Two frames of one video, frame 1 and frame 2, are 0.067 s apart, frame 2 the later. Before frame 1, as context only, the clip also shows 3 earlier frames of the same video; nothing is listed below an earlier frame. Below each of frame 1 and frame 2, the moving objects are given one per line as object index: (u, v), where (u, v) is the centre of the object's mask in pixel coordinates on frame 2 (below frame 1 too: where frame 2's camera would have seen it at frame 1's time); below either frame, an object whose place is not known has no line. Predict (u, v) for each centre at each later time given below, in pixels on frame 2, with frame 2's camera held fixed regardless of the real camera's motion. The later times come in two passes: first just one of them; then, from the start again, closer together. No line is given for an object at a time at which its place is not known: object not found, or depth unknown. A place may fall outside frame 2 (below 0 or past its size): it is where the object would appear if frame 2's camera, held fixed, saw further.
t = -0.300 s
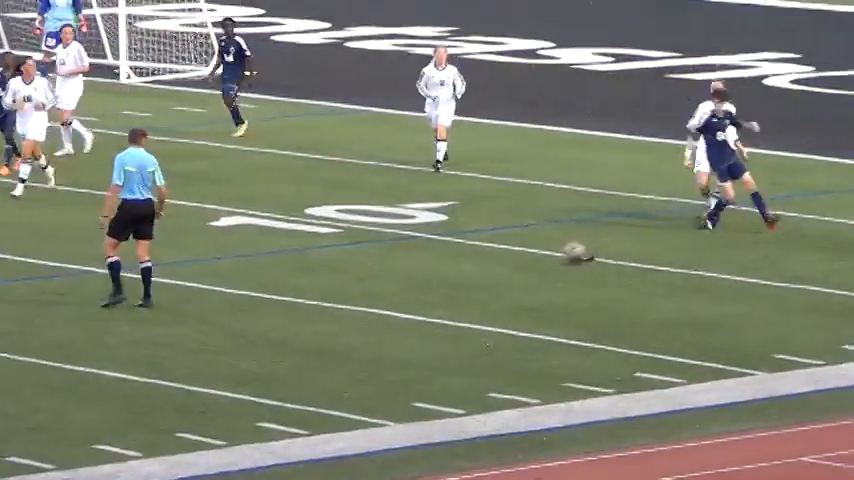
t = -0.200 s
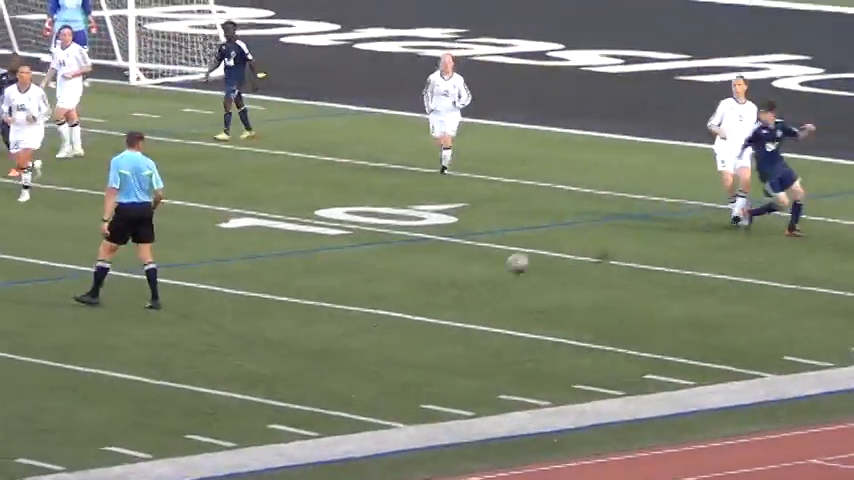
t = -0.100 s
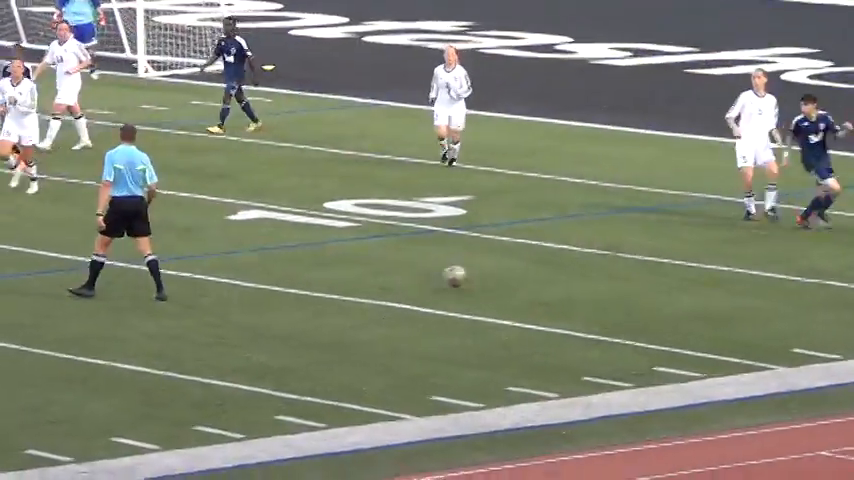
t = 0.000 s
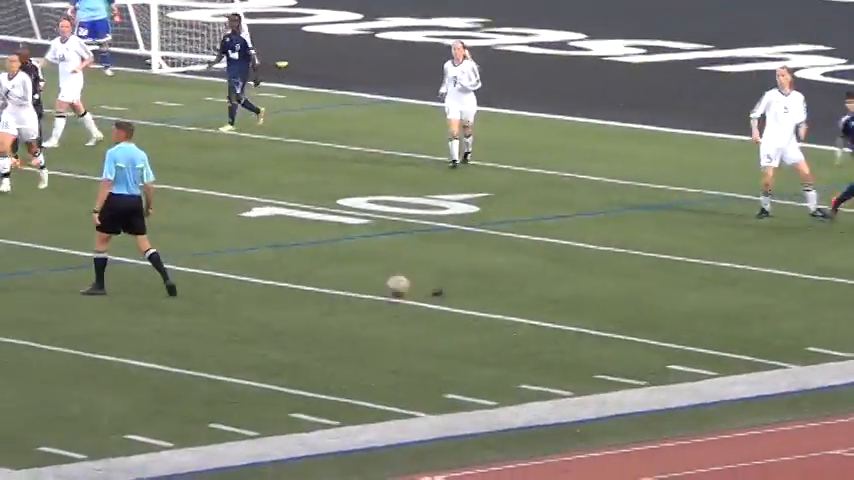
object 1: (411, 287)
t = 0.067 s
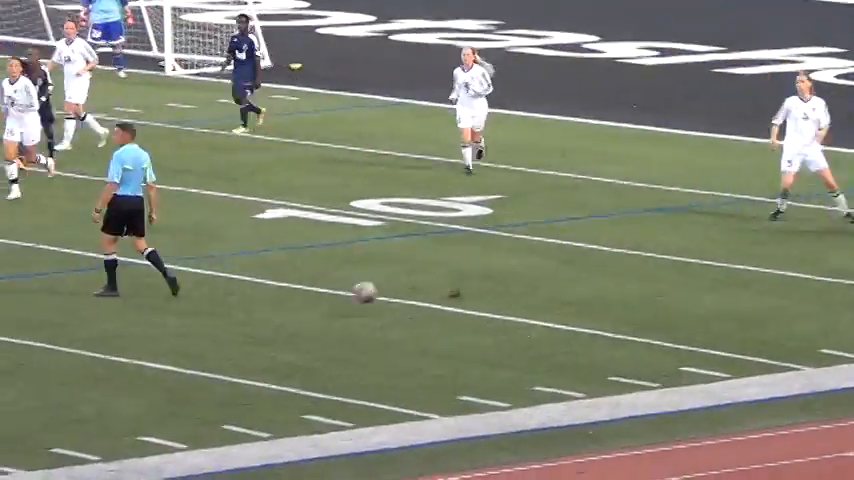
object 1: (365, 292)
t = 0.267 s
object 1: (217, 337)
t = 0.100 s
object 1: (341, 296)
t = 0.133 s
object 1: (317, 301)
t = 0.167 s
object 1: (293, 308)
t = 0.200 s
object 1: (268, 316)
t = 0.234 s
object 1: (243, 327)
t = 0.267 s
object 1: (217, 337)
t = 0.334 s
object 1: (175, 337)
